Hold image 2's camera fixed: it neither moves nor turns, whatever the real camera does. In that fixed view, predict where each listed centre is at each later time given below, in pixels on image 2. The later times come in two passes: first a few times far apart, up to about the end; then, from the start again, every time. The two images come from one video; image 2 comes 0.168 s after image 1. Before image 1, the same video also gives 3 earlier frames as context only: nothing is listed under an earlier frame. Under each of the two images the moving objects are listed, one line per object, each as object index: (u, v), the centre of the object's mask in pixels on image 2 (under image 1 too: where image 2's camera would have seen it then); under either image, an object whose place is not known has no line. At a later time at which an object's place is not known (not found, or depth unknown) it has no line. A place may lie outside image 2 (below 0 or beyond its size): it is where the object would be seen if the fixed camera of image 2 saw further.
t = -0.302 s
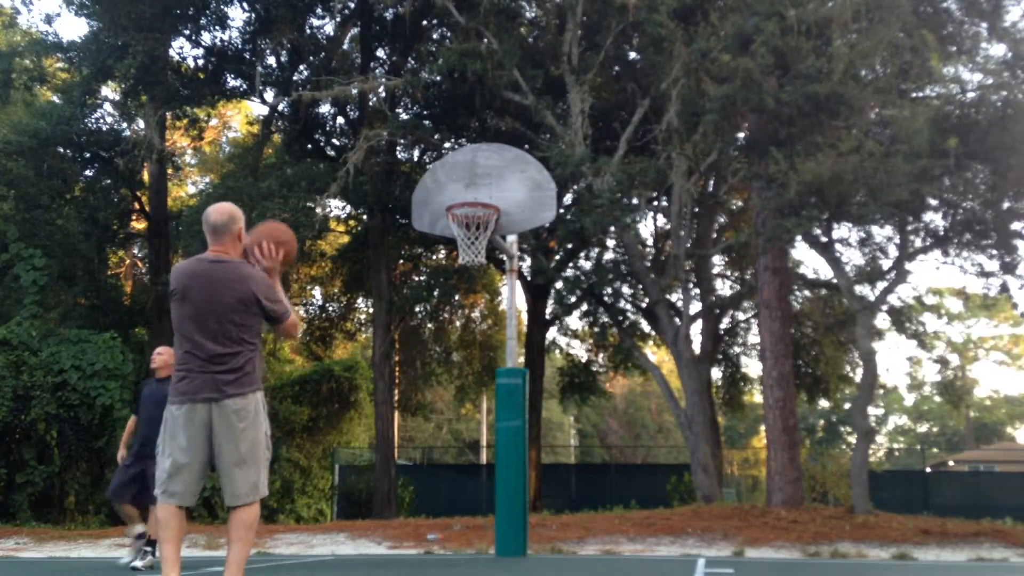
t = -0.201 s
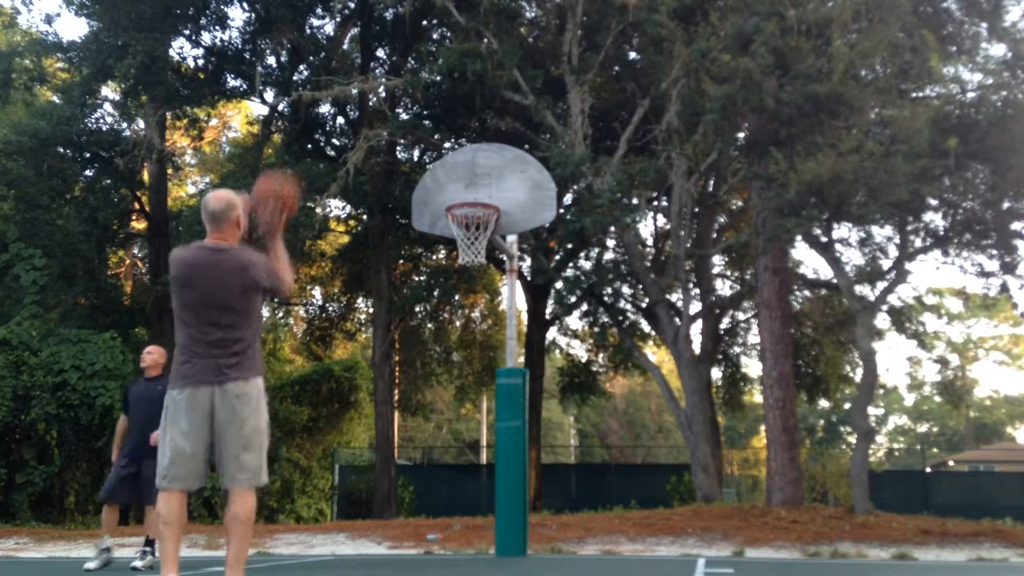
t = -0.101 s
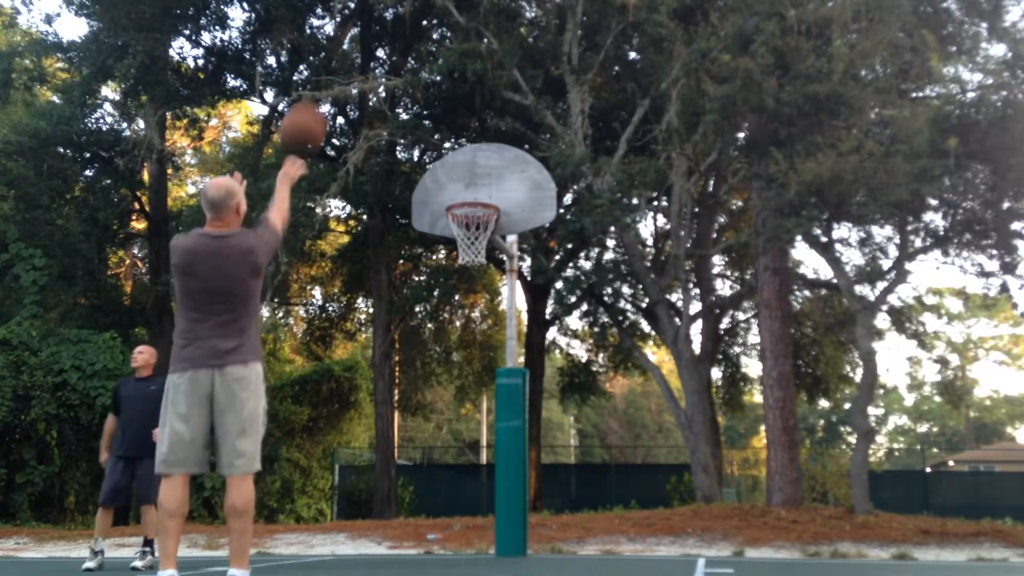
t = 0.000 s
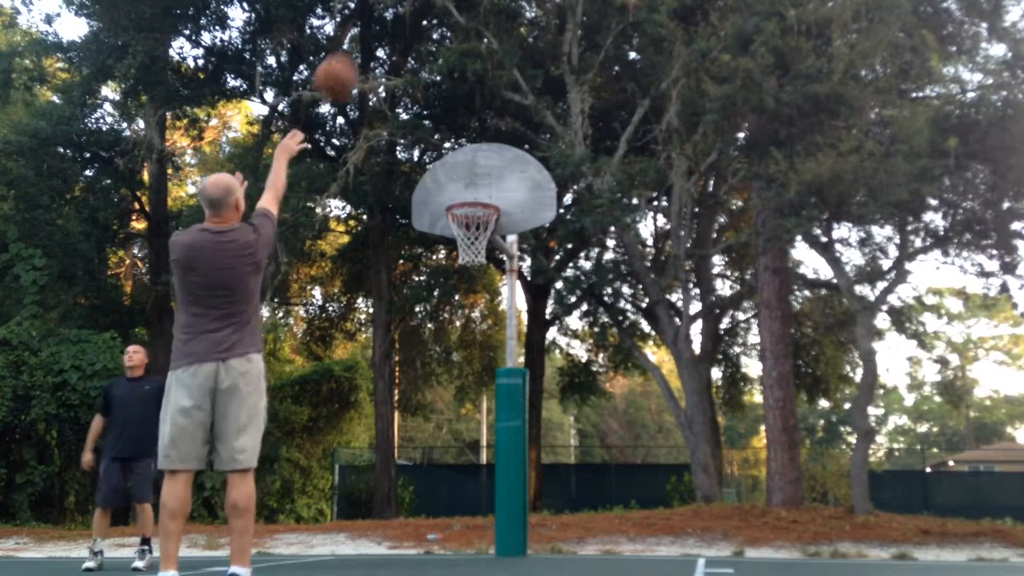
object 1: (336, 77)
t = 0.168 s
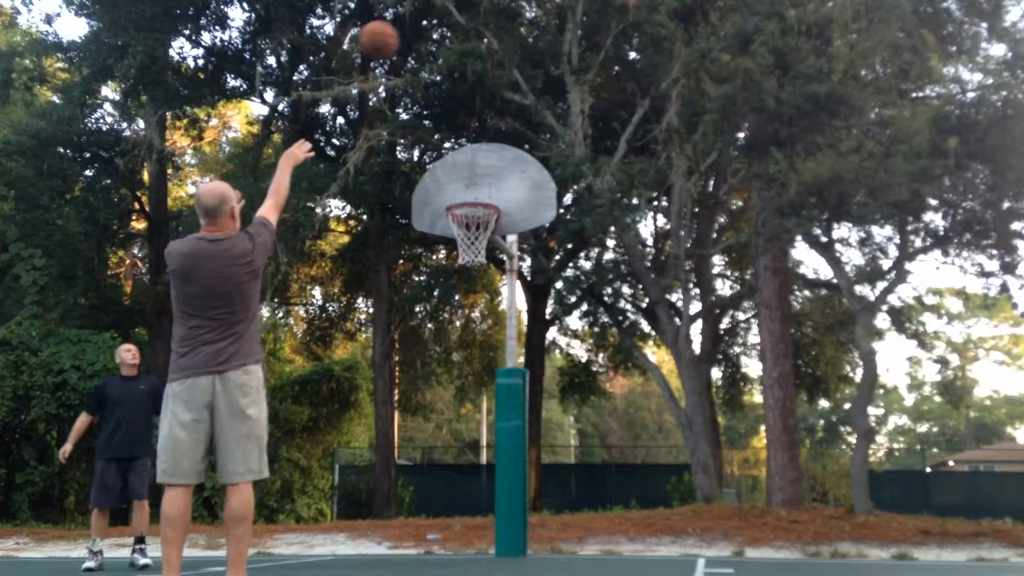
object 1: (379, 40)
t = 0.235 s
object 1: (393, 35)
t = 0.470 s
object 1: (434, 67)
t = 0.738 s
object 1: (471, 167)
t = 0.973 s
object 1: (481, 192)
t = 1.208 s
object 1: (464, 168)
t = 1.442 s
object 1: (444, 193)
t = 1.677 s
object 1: (414, 186)
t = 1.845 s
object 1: (392, 214)
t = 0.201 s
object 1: (386, 36)
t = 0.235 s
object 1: (393, 35)
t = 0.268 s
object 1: (399, 36)
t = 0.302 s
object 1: (406, 38)
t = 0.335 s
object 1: (411, 42)
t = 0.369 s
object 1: (417, 46)
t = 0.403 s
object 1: (423, 52)
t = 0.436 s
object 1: (429, 59)
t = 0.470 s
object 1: (434, 67)
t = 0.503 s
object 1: (439, 77)
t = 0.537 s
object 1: (444, 87)
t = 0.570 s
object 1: (449, 98)
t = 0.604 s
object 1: (454, 110)
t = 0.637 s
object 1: (458, 122)
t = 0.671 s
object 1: (462, 135)
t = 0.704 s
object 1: (466, 149)
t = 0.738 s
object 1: (471, 167)
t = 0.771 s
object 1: (475, 183)
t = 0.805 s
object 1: (478, 192)
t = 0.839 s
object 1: (479, 193)
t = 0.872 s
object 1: (481, 198)
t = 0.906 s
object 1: (483, 198)
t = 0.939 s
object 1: (482, 198)
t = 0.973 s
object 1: (481, 192)
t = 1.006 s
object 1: (480, 189)
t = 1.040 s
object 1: (477, 183)
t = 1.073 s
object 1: (474, 177)
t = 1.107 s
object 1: (472, 174)
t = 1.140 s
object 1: (469, 171)
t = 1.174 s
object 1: (466, 169)
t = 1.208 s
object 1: (464, 168)
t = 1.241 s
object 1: (462, 169)
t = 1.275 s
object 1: (459, 170)
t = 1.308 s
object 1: (456, 173)
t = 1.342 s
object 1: (453, 178)
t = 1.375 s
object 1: (450, 183)
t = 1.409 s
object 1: (447, 188)
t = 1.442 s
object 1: (444, 193)
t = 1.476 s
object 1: (440, 190)
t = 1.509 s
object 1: (436, 186)
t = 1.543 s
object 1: (432, 183)
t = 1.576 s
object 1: (427, 182)
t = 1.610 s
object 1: (422, 182)
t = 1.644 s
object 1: (418, 183)
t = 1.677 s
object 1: (414, 186)
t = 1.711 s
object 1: (409, 189)
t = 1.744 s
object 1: (405, 192)
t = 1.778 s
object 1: (401, 198)
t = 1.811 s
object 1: (397, 205)
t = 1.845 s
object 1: (392, 214)
